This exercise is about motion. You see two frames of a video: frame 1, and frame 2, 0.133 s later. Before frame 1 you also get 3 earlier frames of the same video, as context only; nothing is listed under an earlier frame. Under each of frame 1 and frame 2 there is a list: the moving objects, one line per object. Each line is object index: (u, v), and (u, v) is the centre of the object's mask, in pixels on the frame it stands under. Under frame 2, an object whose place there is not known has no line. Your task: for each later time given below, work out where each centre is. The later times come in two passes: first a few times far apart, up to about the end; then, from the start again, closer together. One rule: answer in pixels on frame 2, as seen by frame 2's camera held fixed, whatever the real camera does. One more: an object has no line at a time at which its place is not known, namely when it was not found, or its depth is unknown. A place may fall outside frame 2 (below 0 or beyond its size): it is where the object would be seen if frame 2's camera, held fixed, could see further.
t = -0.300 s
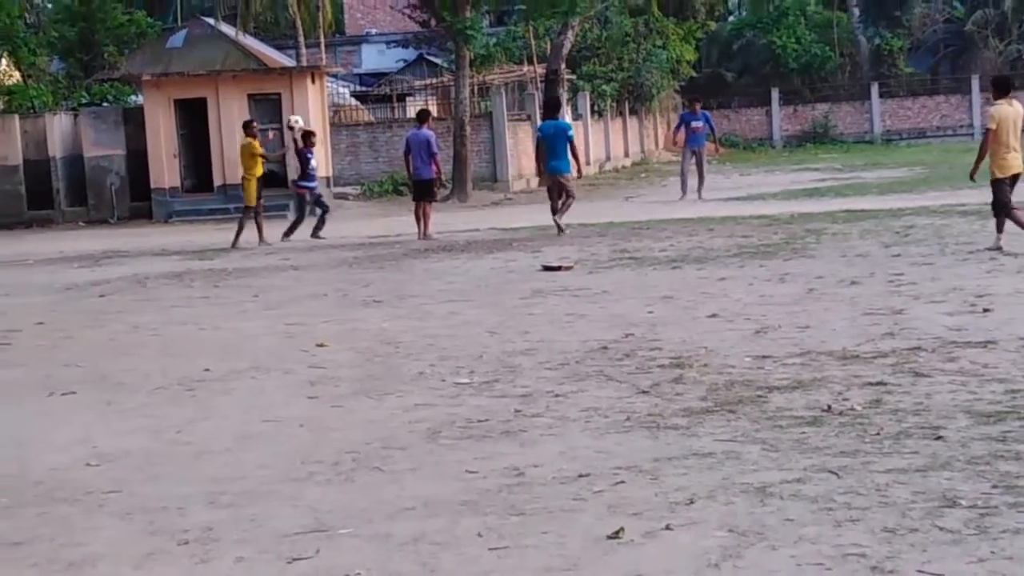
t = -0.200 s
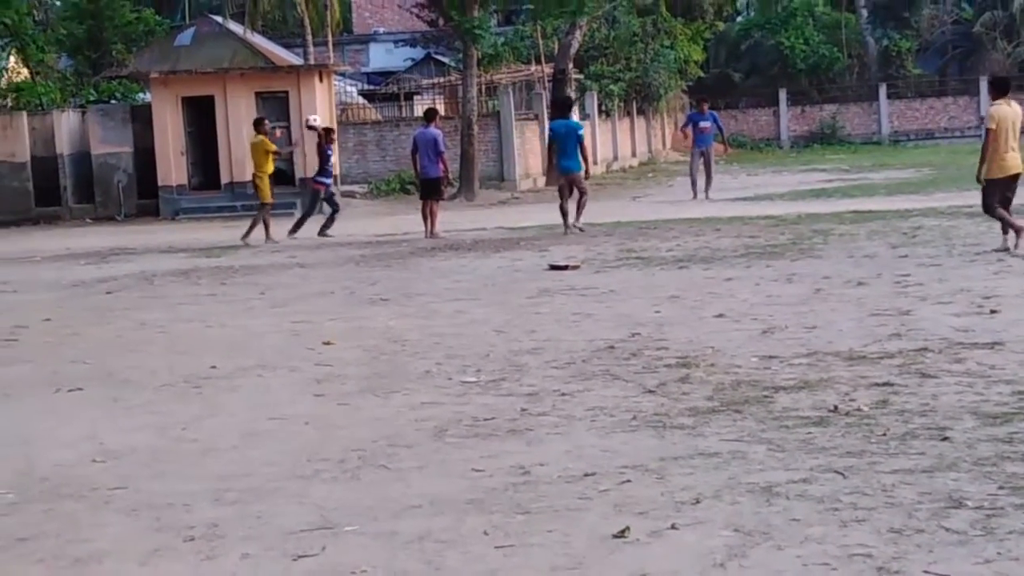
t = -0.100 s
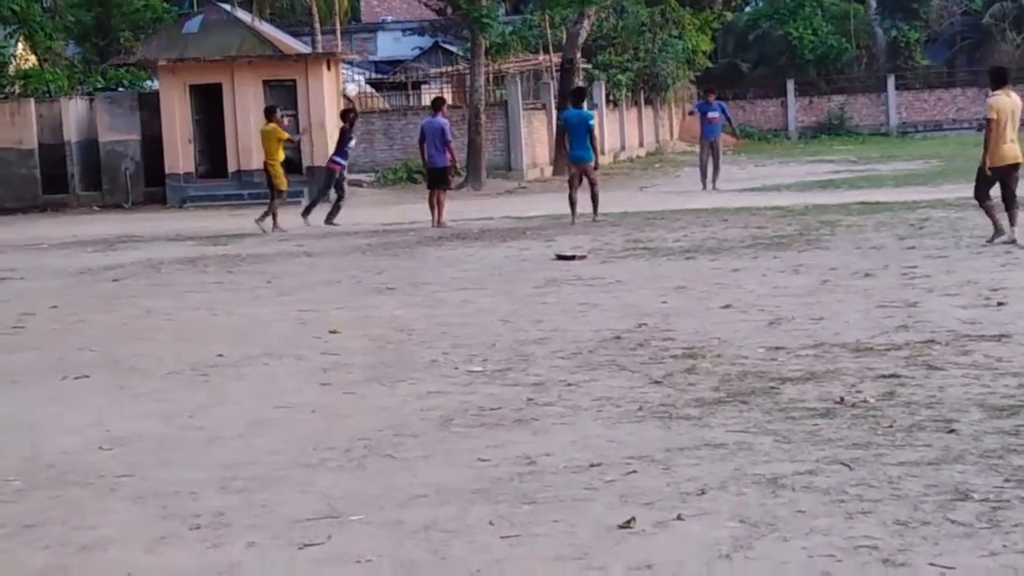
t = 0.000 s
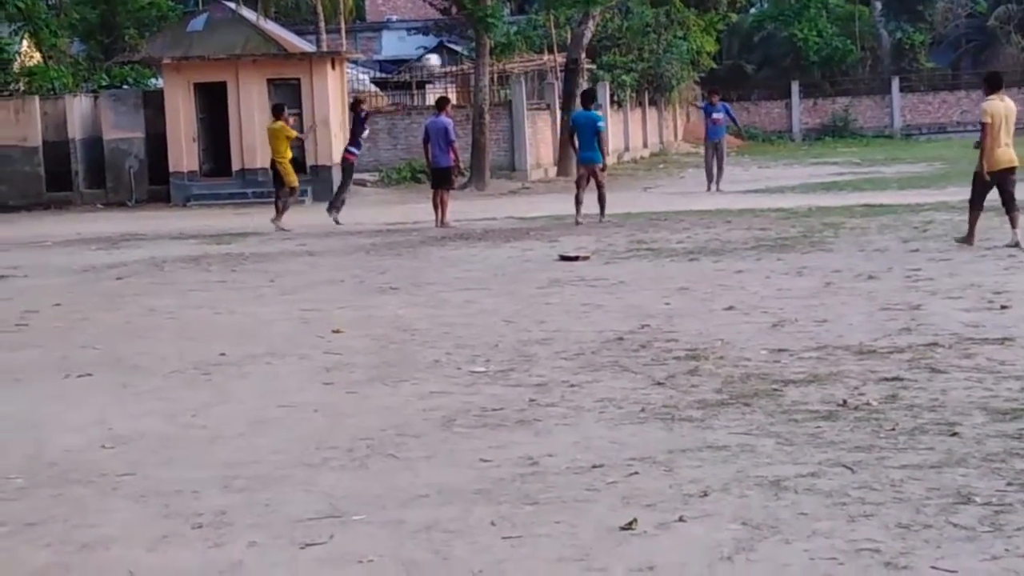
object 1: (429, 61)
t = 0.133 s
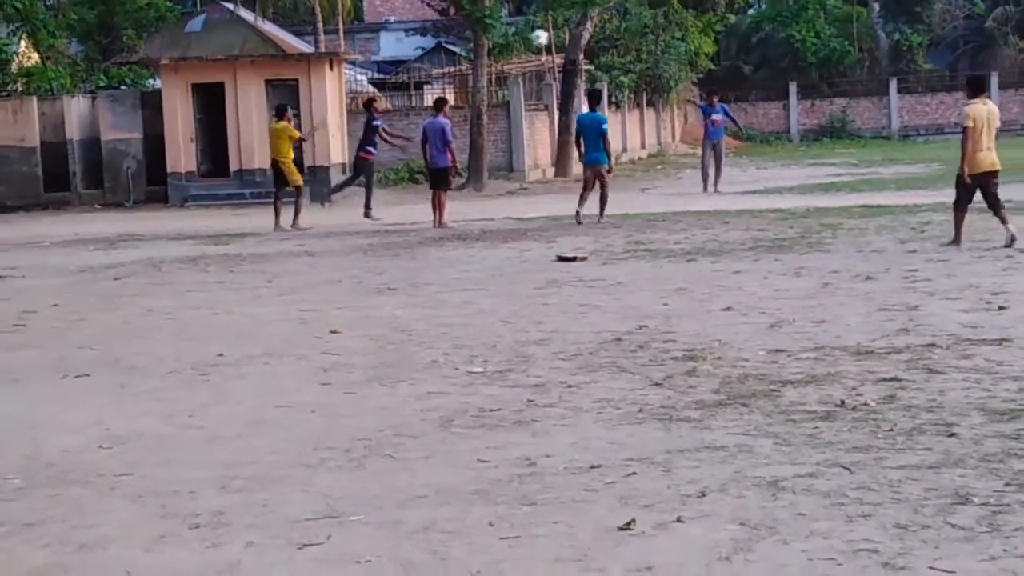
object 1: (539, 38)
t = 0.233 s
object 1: (620, 29)
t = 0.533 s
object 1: (856, 49)
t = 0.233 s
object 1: (620, 29)
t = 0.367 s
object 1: (727, 30)
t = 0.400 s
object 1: (753, 32)
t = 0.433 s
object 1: (779, 35)
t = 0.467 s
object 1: (805, 39)
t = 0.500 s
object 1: (830, 43)
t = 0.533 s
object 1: (856, 49)
